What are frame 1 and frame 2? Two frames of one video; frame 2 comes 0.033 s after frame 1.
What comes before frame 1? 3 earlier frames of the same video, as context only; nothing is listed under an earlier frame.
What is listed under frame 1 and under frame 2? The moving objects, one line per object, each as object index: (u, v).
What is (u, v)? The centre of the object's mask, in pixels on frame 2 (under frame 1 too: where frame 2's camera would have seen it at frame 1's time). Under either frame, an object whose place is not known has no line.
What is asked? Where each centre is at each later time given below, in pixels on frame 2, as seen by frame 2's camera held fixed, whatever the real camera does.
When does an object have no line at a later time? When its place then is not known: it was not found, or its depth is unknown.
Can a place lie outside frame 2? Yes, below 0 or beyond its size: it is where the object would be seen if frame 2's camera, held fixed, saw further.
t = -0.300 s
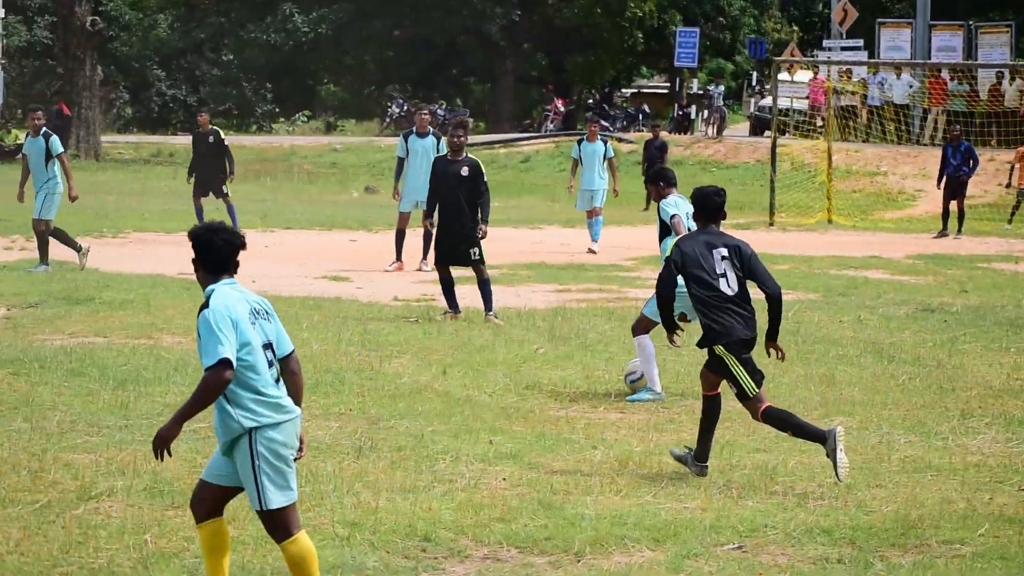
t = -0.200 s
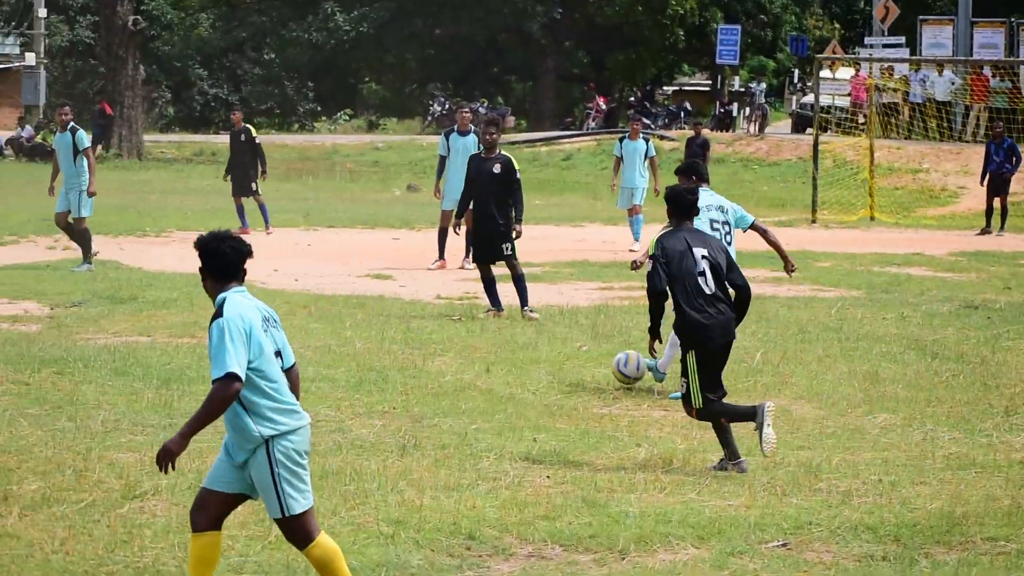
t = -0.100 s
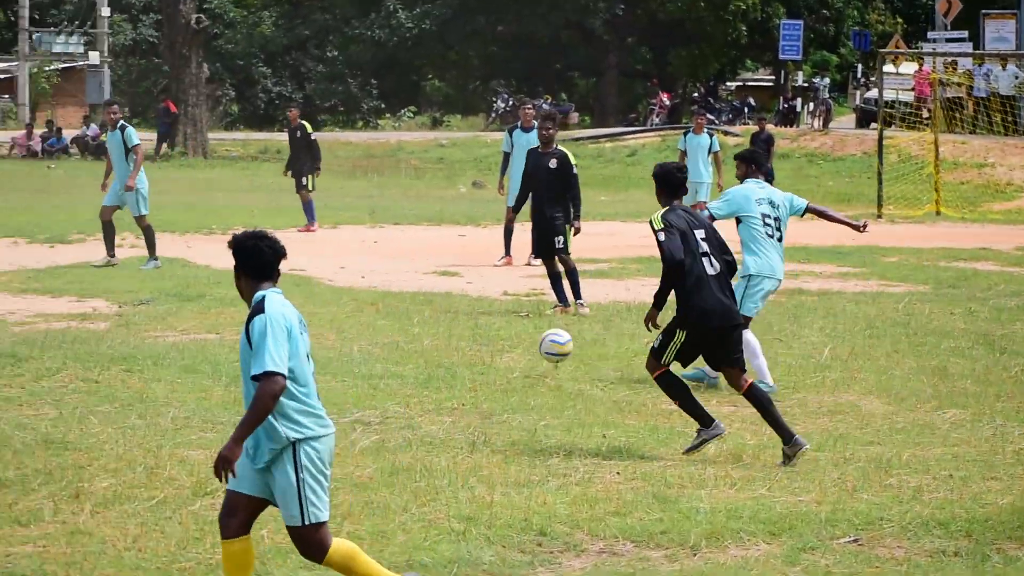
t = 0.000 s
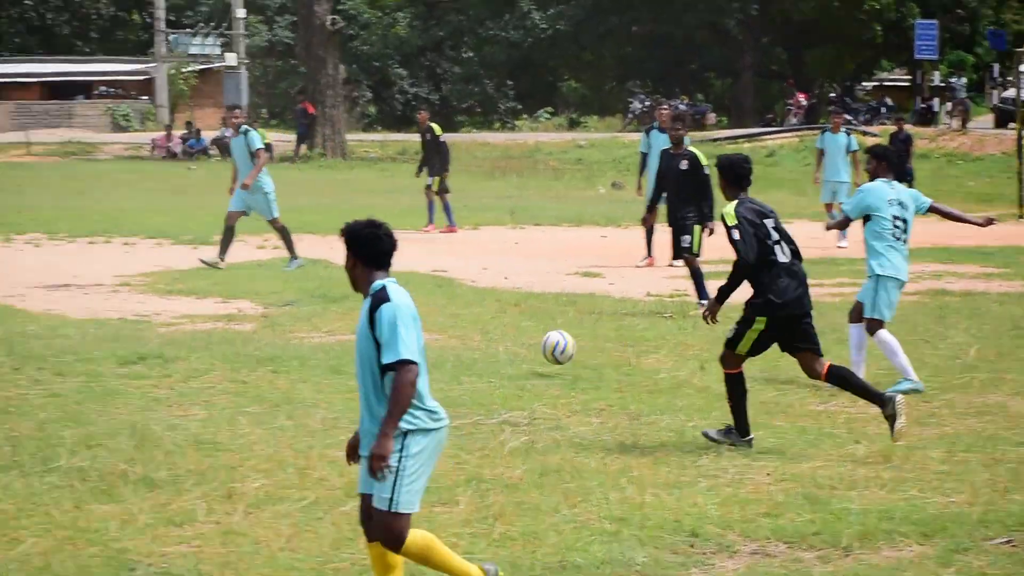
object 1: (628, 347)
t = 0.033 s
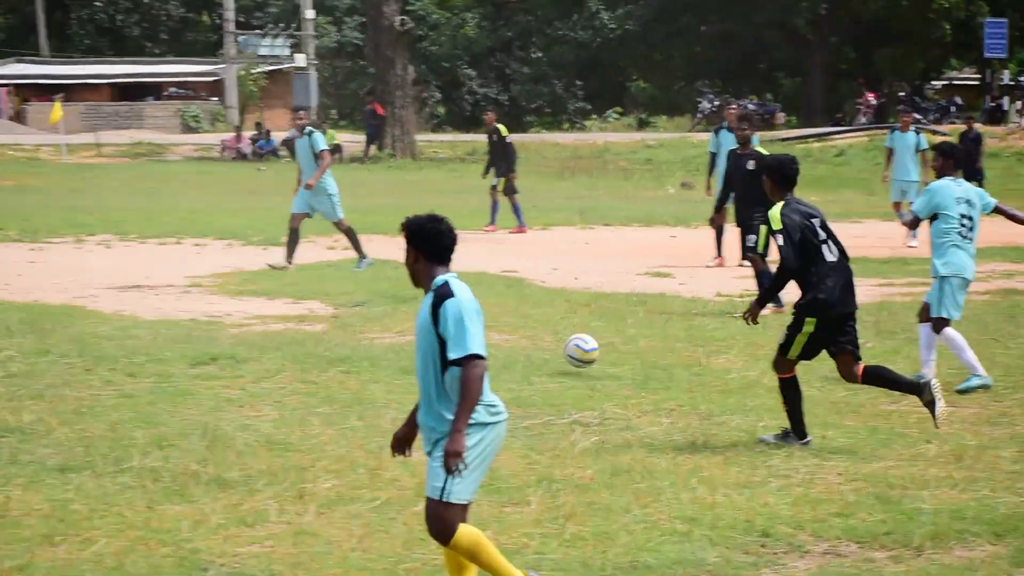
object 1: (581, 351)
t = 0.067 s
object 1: (534, 356)
